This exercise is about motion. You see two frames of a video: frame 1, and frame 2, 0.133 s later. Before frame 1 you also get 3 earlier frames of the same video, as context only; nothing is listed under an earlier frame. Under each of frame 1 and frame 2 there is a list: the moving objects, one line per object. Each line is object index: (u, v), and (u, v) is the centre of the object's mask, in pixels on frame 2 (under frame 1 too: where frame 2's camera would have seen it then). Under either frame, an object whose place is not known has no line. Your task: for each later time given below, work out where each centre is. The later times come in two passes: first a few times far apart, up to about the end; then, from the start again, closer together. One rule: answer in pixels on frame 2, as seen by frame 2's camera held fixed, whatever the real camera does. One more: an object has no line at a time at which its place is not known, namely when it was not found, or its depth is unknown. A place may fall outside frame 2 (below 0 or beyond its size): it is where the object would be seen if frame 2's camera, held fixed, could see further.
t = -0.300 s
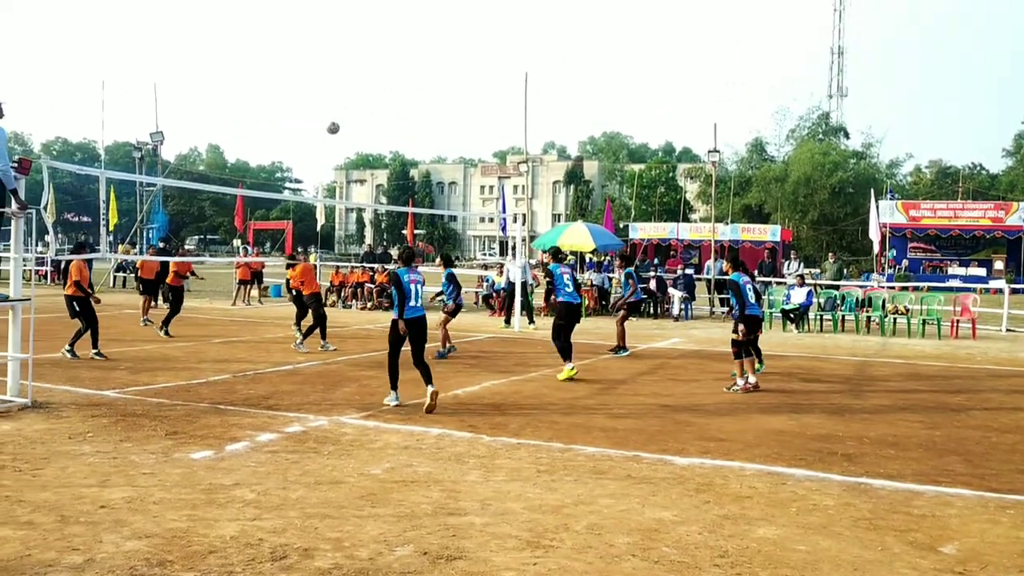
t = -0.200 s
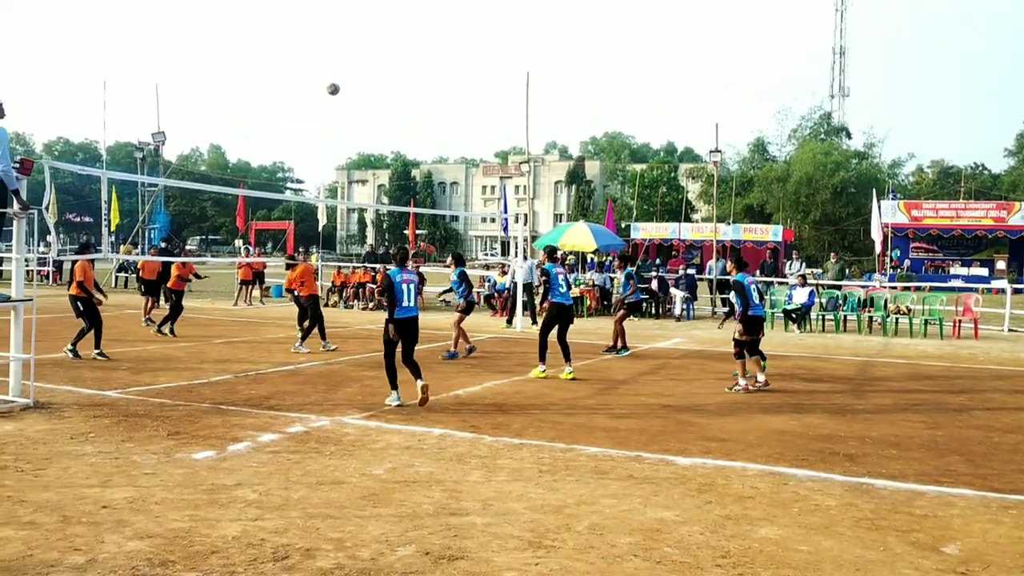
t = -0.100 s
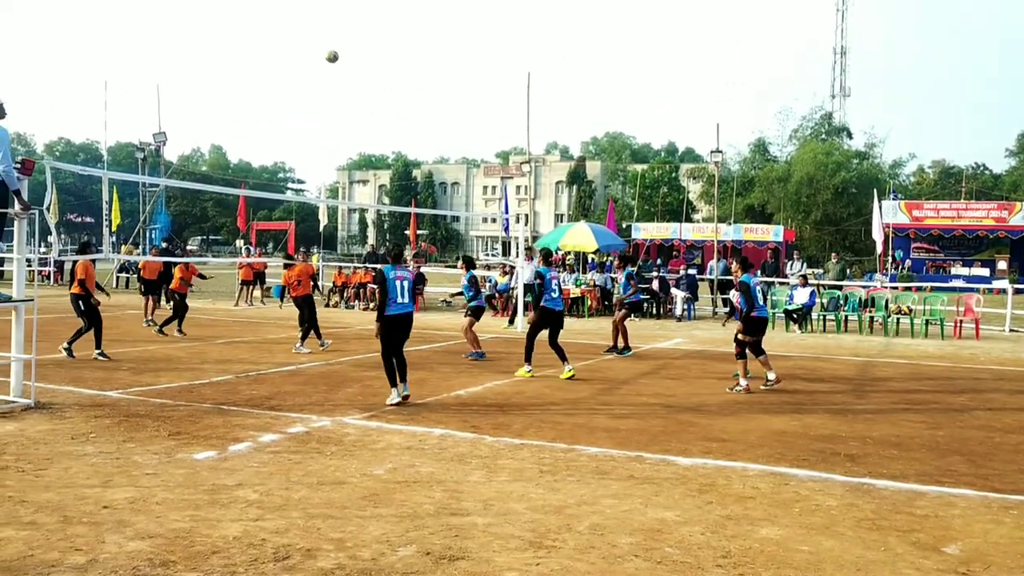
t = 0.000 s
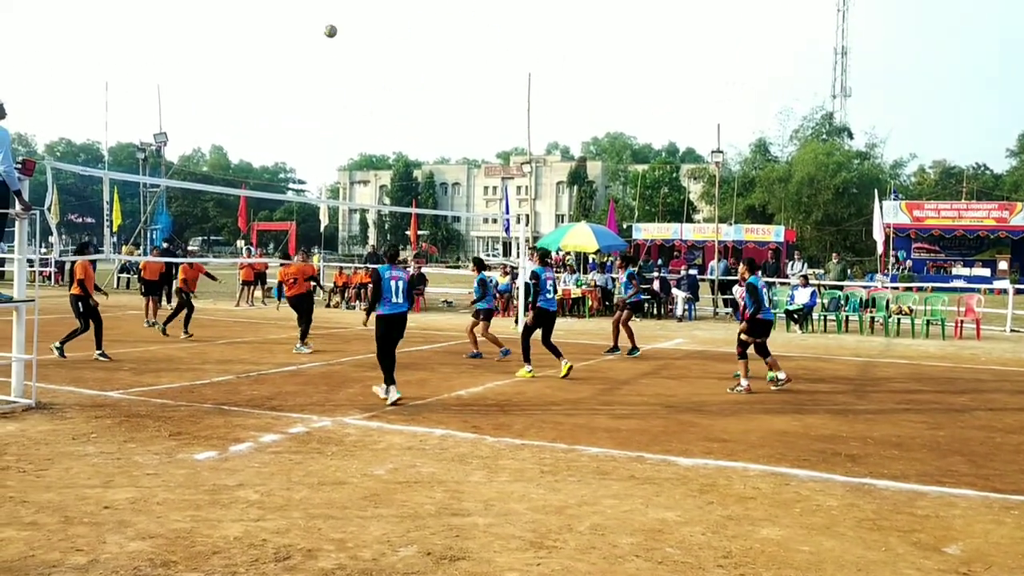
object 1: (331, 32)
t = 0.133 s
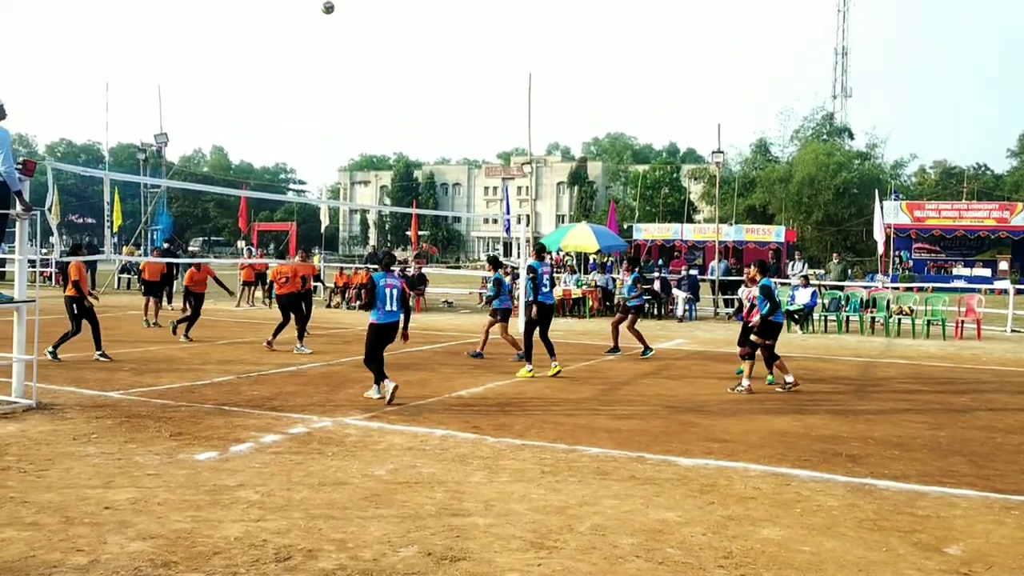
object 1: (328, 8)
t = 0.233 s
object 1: (325, 1)
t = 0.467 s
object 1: (319, 2)
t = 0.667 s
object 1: (314, 25)
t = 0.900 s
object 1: (307, 89)
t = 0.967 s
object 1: (305, 113)
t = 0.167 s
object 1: (327, 4)
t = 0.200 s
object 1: (326, 3)
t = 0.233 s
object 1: (325, 1)
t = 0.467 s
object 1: (319, 2)
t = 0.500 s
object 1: (319, 3)
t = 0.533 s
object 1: (318, 5)
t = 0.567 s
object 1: (317, 8)
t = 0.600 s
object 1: (316, 14)
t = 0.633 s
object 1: (315, 19)
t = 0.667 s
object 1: (314, 25)
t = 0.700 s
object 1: (313, 32)
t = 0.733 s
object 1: (312, 40)
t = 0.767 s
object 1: (311, 49)
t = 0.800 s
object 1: (310, 58)
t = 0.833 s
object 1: (309, 68)
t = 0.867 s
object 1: (308, 78)
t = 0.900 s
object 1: (307, 89)
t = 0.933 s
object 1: (306, 101)
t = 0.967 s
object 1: (305, 113)
